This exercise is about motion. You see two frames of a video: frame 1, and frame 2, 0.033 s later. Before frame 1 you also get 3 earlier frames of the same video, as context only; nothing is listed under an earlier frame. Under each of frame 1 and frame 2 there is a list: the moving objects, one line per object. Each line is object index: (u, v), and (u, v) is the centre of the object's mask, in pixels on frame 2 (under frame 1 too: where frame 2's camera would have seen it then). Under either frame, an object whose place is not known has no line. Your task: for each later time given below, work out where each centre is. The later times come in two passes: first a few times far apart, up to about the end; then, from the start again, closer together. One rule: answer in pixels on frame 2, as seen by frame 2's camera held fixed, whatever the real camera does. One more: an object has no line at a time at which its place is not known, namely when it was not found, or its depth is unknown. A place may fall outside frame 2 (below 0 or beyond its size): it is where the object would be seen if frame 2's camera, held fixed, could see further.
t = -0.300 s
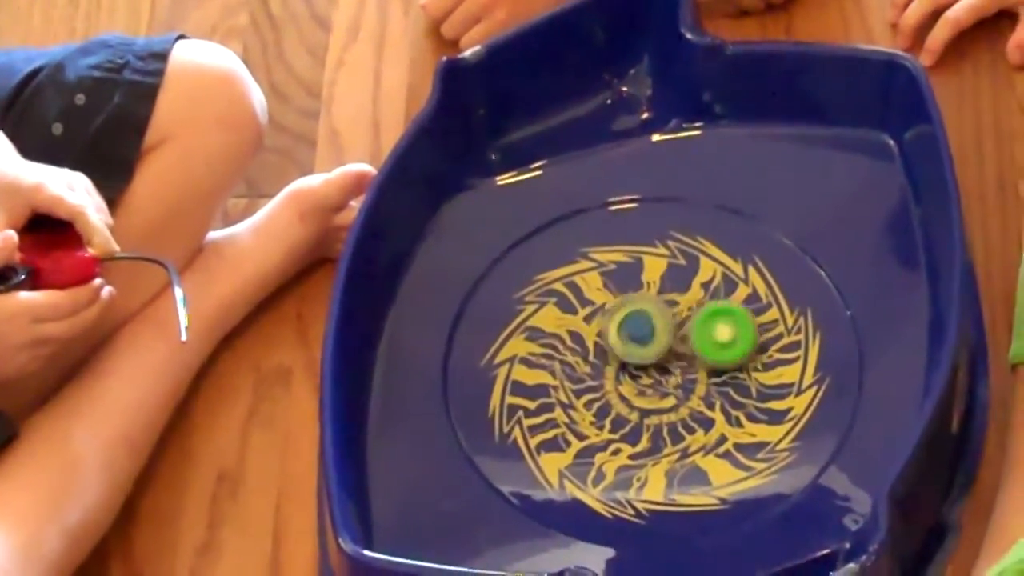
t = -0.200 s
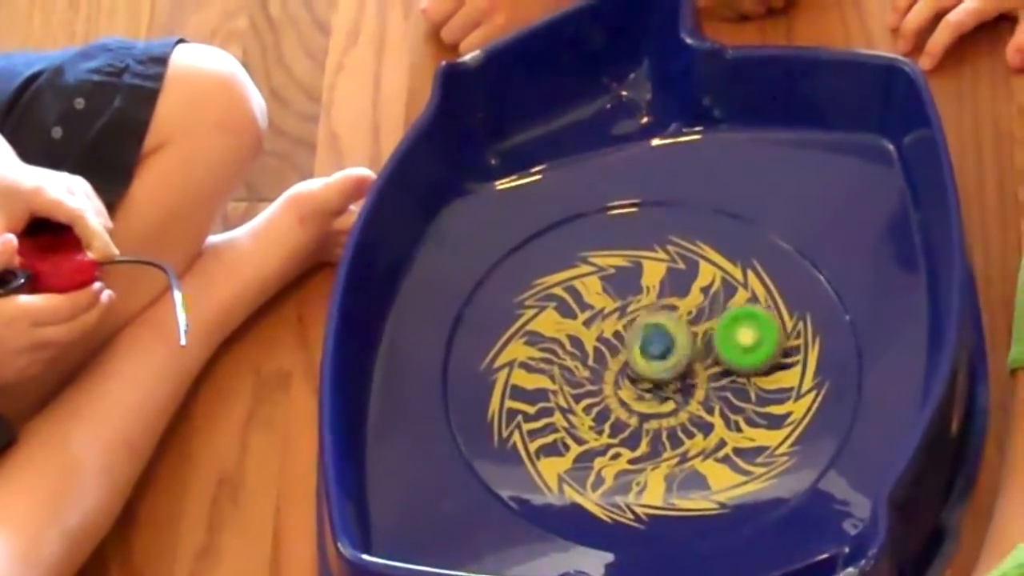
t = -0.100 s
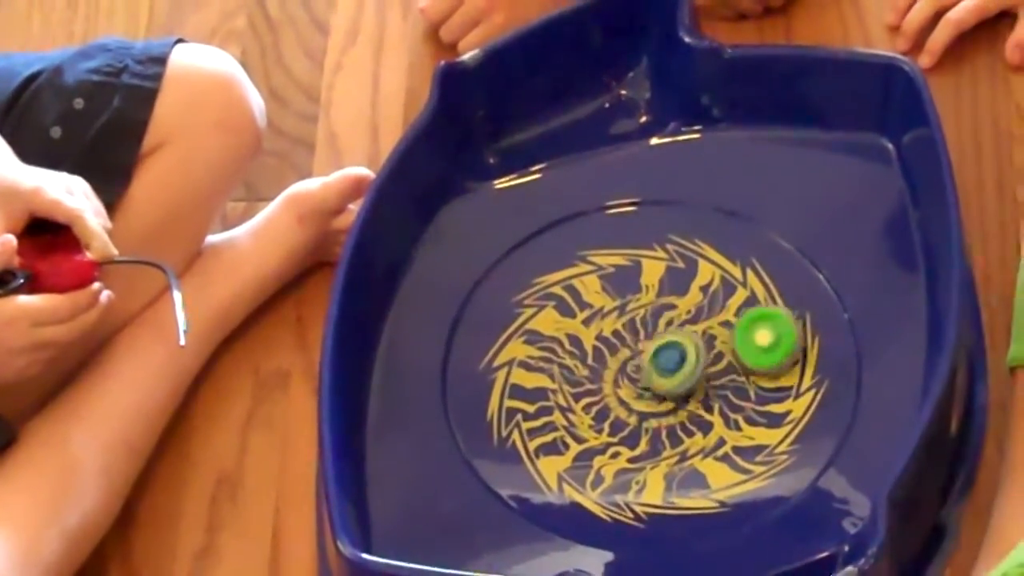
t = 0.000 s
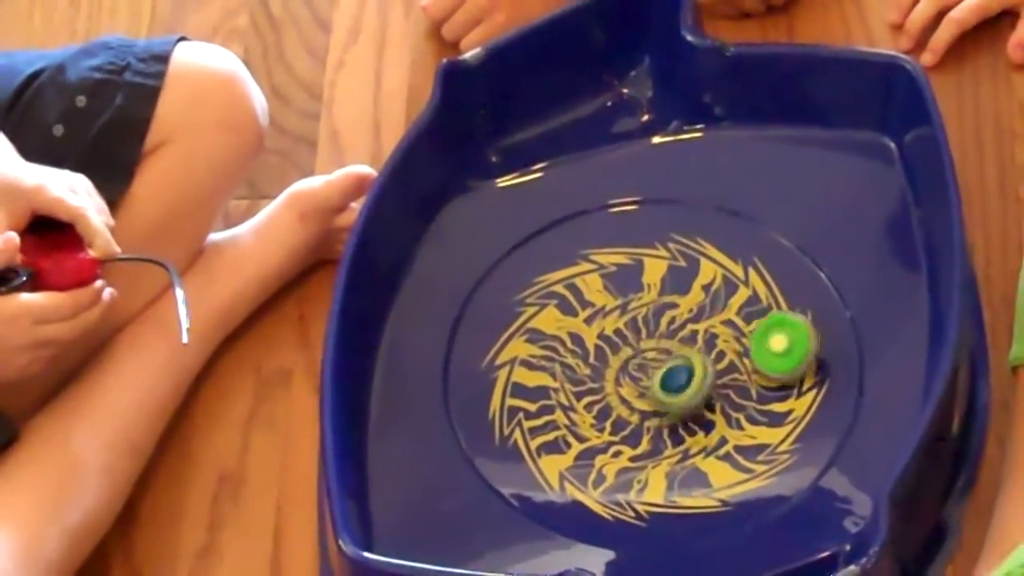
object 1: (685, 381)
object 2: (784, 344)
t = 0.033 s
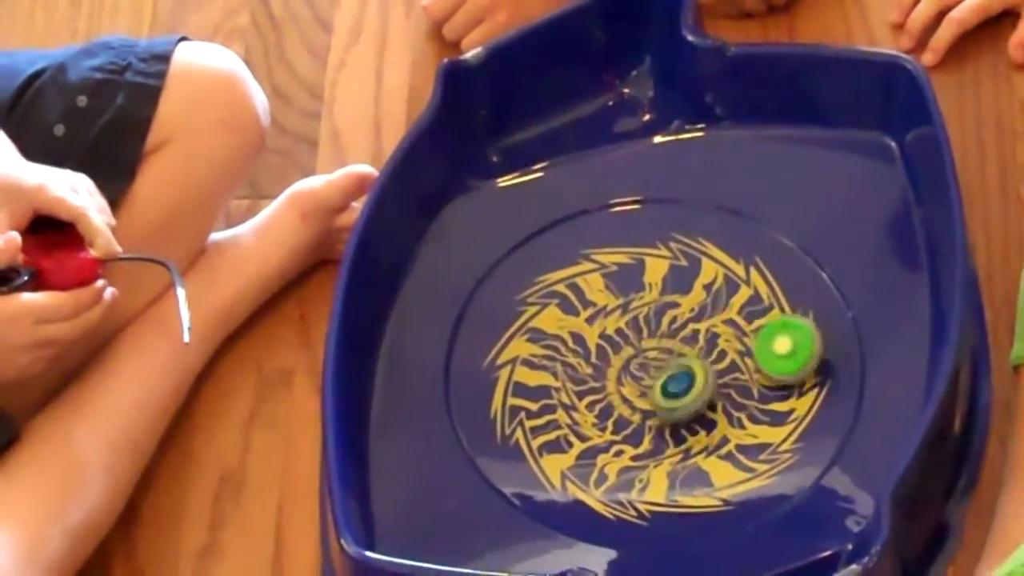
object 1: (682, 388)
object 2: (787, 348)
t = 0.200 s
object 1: (663, 420)
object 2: (794, 371)
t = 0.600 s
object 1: (584, 407)
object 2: (735, 425)
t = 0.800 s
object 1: (585, 370)
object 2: (681, 423)
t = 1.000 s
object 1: (624, 344)
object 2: (636, 403)
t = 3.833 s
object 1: (682, 384)
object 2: (673, 326)
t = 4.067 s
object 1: (665, 374)
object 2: (715, 334)
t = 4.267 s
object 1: (659, 356)
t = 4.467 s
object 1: (671, 349)
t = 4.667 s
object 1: (677, 346)
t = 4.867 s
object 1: (677, 351)
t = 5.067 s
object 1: (669, 356)
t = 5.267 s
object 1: (667, 359)
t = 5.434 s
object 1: (672, 355)
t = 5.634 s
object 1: (672, 357)
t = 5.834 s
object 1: (665, 358)
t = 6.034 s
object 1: (667, 359)
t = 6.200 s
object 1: (674, 366)
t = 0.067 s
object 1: (681, 394)
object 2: (790, 352)
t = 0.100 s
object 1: (678, 404)
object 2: (792, 357)
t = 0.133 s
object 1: (674, 409)
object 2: (794, 361)
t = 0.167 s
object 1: (668, 416)
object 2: (794, 366)
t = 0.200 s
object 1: (663, 420)
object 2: (794, 371)
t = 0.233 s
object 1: (657, 422)
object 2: (793, 375)
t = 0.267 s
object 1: (650, 425)
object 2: (792, 381)
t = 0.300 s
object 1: (641, 429)
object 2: (790, 387)
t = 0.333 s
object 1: (634, 431)
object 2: (787, 393)
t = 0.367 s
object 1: (626, 431)
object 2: (784, 397)
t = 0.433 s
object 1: (612, 428)
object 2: (773, 408)
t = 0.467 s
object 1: (603, 425)
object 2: (766, 412)
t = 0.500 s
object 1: (596, 422)
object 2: (761, 416)
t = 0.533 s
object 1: (593, 417)
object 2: (752, 419)
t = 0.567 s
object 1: (587, 413)
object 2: (744, 422)
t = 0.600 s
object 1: (584, 407)
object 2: (735, 425)
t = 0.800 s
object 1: (585, 370)
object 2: (681, 423)
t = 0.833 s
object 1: (591, 364)
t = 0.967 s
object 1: (615, 348)
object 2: (642, 405)
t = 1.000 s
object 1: (624, 344)
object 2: (636, 403)
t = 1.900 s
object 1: (613, 393)
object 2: (694, 315)
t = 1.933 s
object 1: (612, 388)
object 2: (700, 317)
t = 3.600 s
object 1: (700, 366)
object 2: (634, 351)
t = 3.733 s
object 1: (691, 380)
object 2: (654, 333)
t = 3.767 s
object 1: (689, 381)
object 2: (661, 330)
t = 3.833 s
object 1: (682, 384)
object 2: (673, 326)
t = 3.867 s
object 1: (678, 384)
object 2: (678, 325)
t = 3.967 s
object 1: (671, 381)
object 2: (699, 326)
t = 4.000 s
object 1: (669, 379)
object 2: (705, 328)
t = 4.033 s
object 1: (668, 377)
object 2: (710, 331)
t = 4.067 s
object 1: (665, 374)
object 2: (715, 334)
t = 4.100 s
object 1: (663, 373)
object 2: (720, 337)
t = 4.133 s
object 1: (660, 369)
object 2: (728, 338)
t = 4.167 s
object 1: (657, 364)
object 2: (733, 340)
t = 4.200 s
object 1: (656, 360)
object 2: (736, 343)
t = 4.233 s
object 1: (658, 355)
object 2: (738, 347)
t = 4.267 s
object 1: (659, 356)
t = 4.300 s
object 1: (660, 355)
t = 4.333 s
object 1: (660, 353)
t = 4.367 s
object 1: (659, 351)
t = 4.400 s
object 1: (662, 349)
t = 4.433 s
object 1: (668, 349)
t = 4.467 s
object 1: (671, 349)
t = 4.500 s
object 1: (673, 349)
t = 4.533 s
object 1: (673, 348)
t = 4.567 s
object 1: (675, 345)
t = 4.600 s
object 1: (676, 345)
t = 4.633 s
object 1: (676, 346)
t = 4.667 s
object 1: (677, 346)
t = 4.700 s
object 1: (678, 346)
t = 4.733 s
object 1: (678, 346)
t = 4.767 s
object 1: (678, 348)
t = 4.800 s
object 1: (677, 348)
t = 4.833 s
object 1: (678, 348)
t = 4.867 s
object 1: (677, 351)
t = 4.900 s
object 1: (673, 352)
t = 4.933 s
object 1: (671, 353)
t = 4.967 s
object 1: (669, 354)
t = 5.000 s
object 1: (670, 355)
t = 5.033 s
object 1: (668, 356)
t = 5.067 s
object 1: (669, 356)
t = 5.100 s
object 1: (671, 356)
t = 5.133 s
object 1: (672, 358)
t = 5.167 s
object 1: (672, 360)
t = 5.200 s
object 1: (671, 362)
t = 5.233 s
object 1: (668, 360)
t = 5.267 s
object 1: (667, 359)
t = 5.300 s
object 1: (665, 357)
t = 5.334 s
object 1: (668, 355)
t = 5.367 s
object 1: (670, 353)
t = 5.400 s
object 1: (670, 353)
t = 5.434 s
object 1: (672, 355)
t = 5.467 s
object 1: (673, 356)
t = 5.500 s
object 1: (673, 357)
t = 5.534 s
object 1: (672, 355)
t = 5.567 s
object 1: (672, 357)
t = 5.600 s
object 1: (673, 357)
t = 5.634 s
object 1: (672, 357)
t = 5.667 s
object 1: (672, 358)
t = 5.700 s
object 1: (671, 358)
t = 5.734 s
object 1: (671, 359)
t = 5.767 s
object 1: (667, 358)
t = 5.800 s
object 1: (667, 358)
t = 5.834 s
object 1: (665, 358)
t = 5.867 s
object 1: (665, 357)
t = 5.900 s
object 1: (666, 357)
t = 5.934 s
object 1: (666, 356)
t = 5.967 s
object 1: (666, 358)
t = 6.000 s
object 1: (666, 358)
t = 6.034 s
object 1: (667, 359)
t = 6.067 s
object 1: (668, 361)
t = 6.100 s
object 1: (669, 362)
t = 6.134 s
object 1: (670, 364)
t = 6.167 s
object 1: (672, 365)
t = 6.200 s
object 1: (674, 366)
